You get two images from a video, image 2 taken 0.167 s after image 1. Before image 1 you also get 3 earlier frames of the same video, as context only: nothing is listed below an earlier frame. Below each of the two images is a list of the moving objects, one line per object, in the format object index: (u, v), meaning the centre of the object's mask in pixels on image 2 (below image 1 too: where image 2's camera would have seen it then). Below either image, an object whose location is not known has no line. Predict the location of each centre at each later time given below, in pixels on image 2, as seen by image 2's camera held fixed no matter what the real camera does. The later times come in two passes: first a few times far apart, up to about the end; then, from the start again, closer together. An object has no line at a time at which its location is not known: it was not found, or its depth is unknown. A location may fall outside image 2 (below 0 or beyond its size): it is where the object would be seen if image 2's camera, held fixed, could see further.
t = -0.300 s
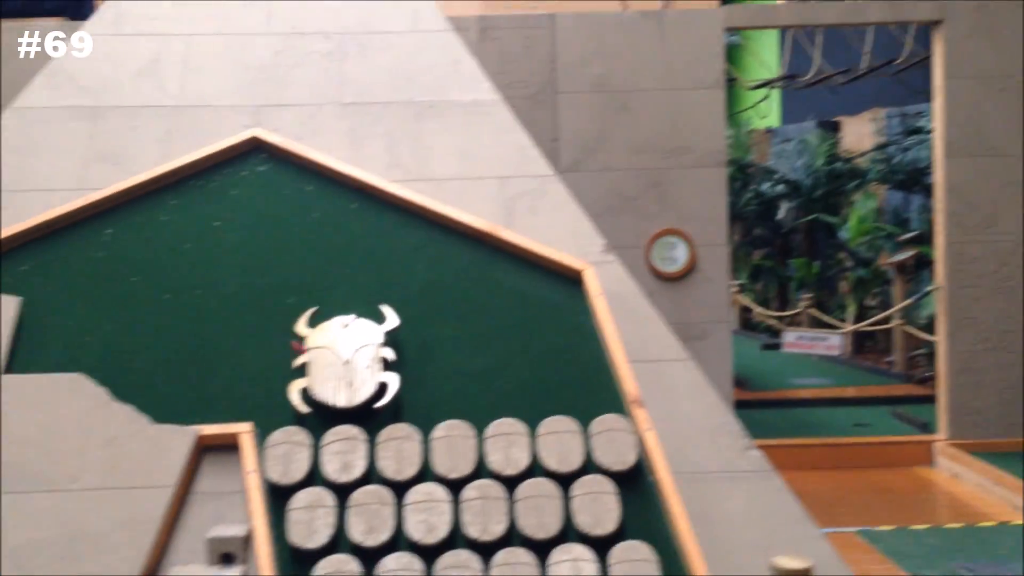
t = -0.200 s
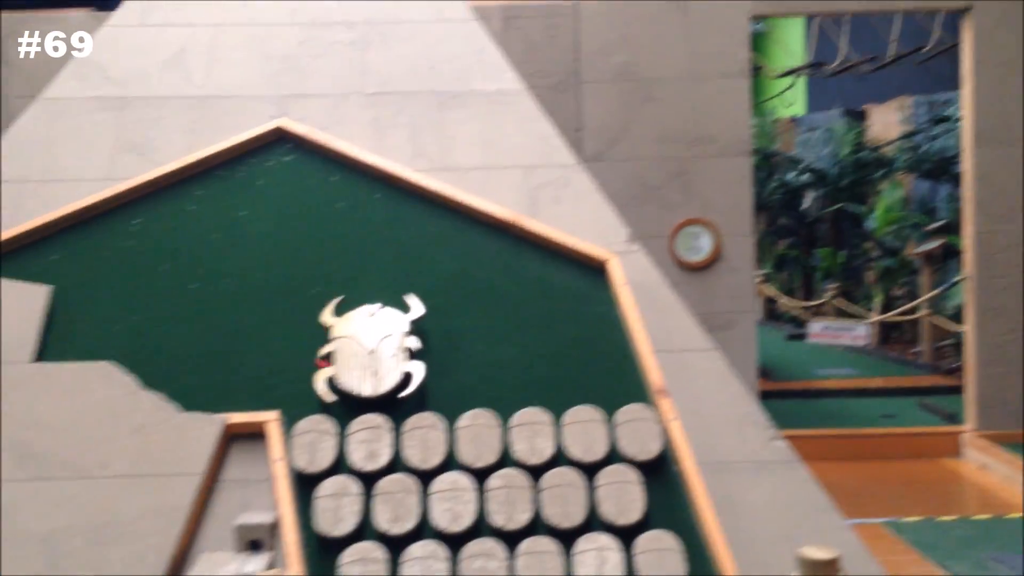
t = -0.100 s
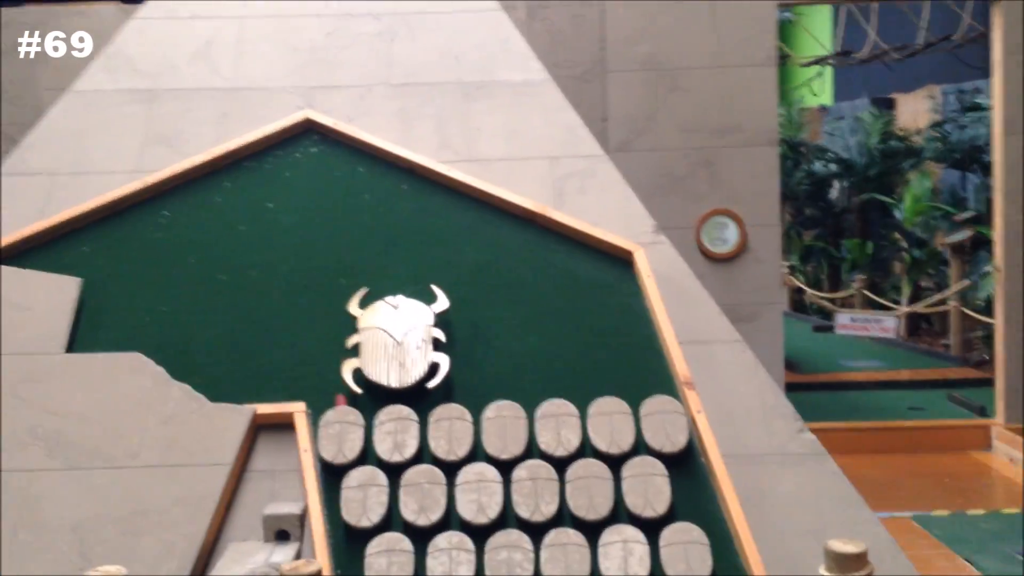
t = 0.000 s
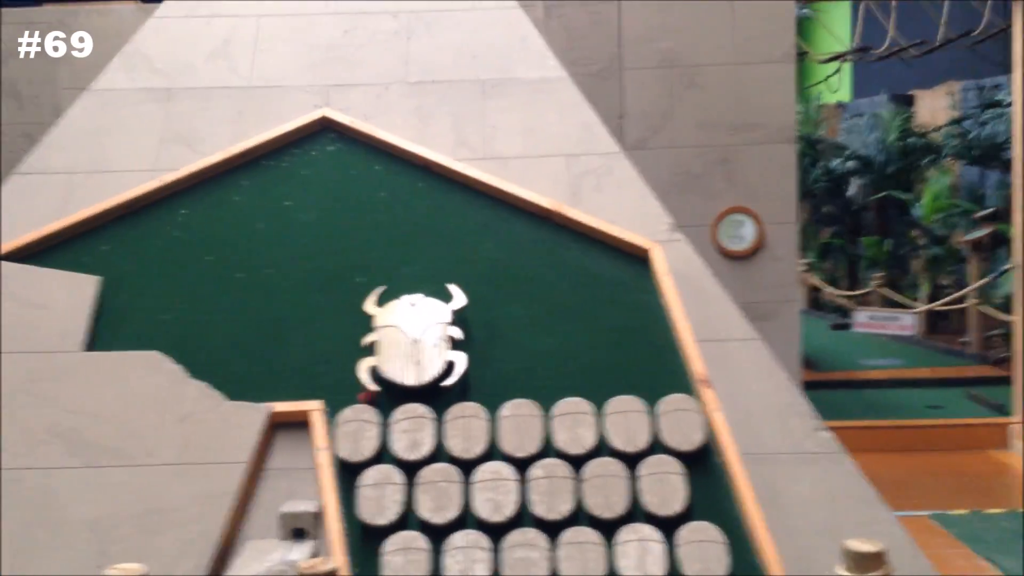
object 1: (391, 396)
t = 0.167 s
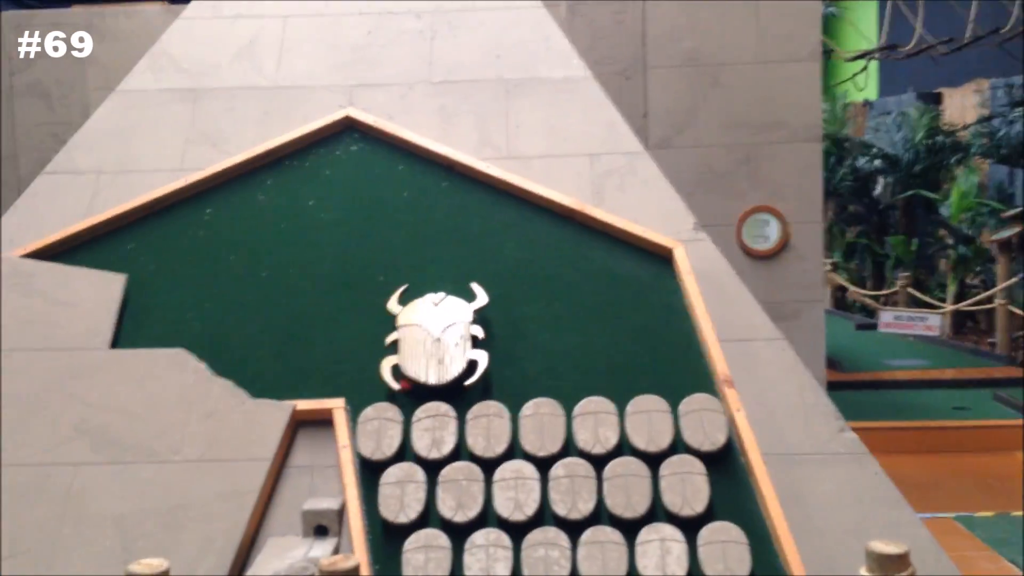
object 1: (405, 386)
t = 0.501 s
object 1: (404, 428)
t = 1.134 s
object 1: (375, 480)
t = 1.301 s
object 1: (372, 507)
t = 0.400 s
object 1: (409, 421)
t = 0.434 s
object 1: (406, 421)
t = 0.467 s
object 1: (405, 424)
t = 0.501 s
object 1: (404, 428)
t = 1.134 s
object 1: (375, 480)
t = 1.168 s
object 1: (373, 484)
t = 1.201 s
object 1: (370, 490)
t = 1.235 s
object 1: (367, 496)
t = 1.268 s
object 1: (369, 501)
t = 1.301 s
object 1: (372, 507)
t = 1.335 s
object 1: (376, 516)
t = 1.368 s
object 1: (381, 524)
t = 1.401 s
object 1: (386, 533)
